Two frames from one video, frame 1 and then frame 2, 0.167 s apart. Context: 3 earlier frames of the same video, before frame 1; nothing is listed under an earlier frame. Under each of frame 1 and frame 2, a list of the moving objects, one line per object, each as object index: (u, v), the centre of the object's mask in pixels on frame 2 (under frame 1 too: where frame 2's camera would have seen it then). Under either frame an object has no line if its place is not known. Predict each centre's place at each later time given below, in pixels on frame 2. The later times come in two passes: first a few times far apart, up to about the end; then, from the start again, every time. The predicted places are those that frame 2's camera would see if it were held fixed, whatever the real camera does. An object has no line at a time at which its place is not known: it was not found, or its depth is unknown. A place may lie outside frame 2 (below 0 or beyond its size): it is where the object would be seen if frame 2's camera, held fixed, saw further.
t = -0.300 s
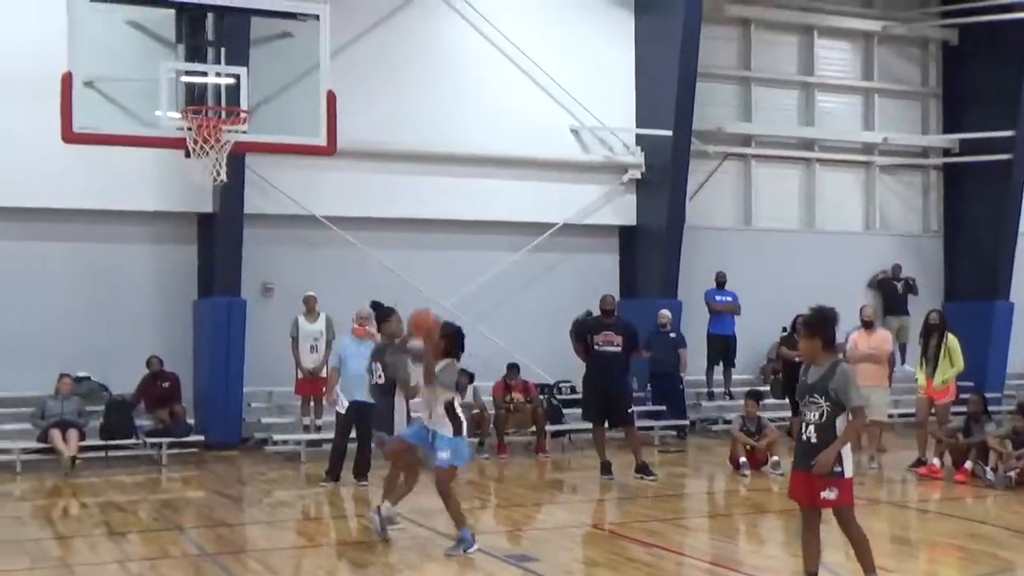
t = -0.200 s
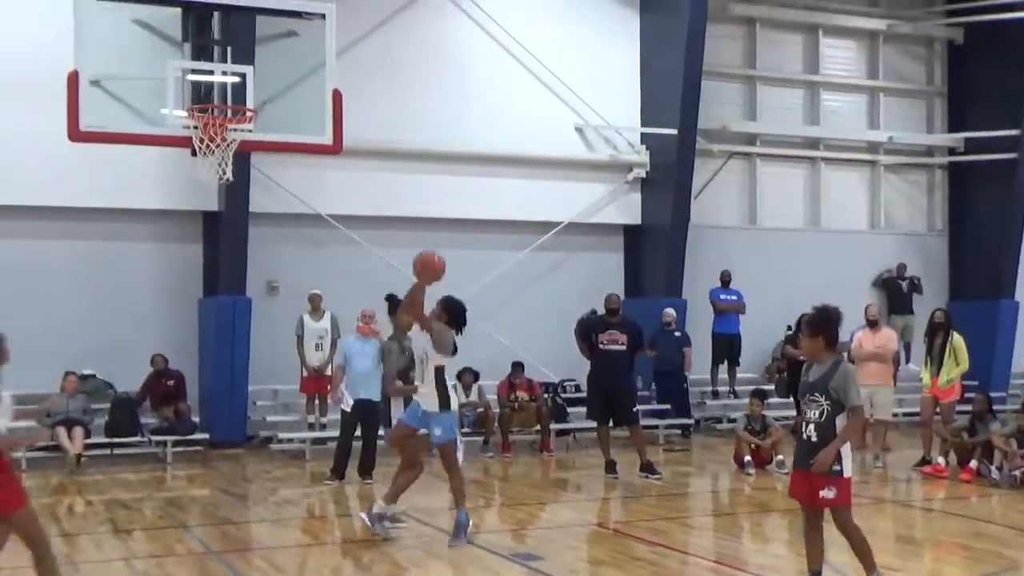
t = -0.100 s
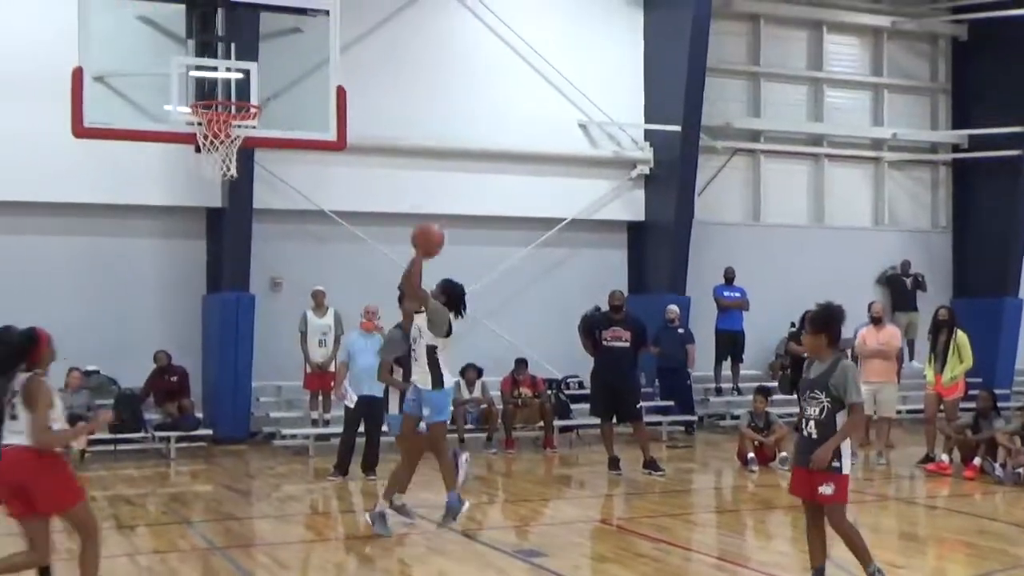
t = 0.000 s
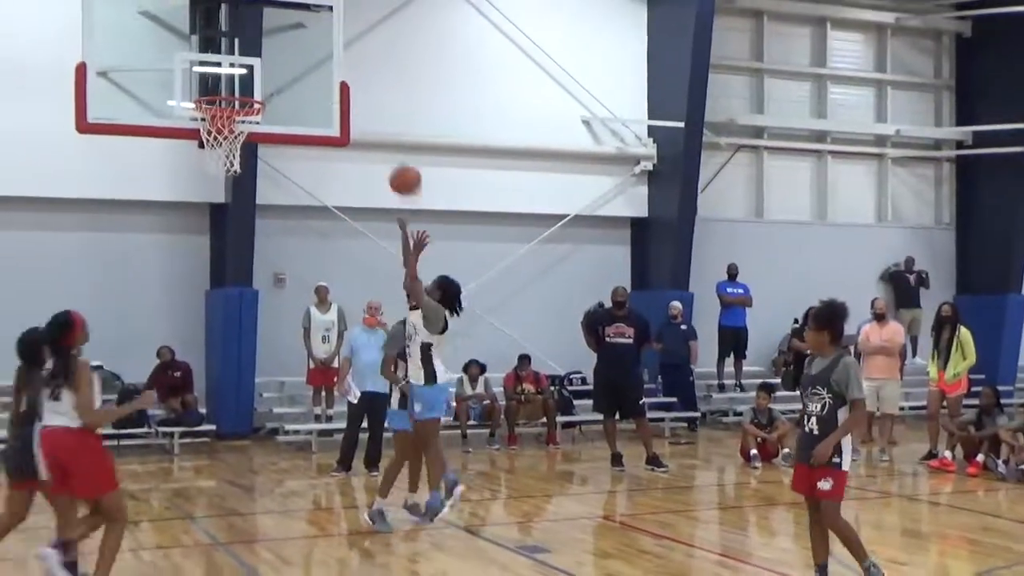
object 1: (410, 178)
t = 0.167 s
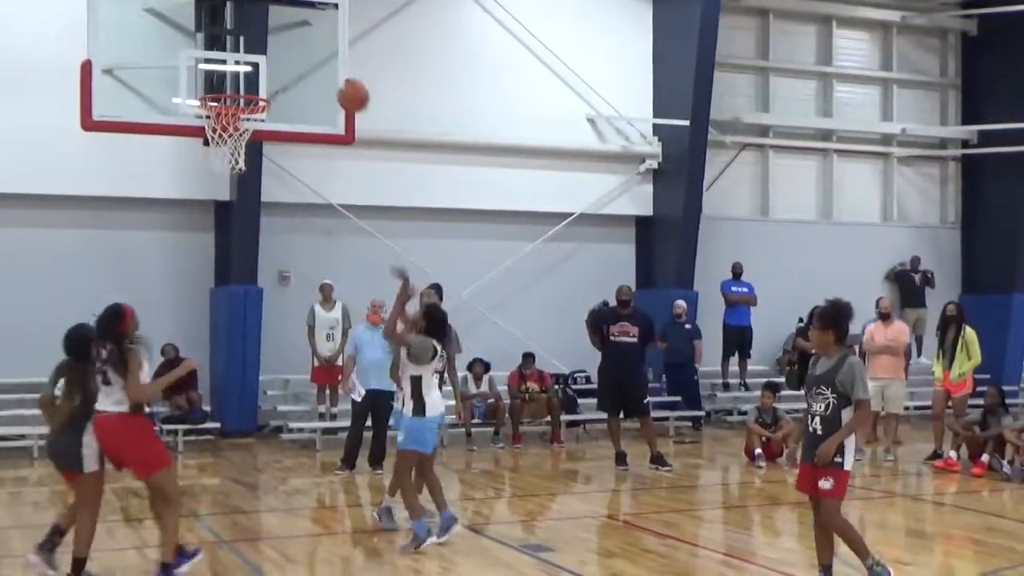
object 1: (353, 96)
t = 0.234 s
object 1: (331, 75)
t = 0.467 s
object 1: (275, 49)
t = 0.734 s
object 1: (245, 105)
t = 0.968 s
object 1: (207, 186)
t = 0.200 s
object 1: (342, 85)
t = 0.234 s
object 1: (331, 75)
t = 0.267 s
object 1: (319, 67)
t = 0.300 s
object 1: (309, 60)
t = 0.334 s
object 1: (298, 54)
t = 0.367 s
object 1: (288, 51)
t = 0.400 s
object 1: (282, 49)
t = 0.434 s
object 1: (279, 48)
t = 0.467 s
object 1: (275, 49)
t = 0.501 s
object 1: (271, 51)
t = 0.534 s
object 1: (267, 55)
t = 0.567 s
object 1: (263, 61)
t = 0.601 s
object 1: (258, 69)
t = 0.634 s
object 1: (255, 78)
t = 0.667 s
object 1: (250, 87)
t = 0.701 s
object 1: (247, 96)
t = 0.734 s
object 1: (245, 105)
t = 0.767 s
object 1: (230, 116)
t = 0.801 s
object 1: (224, 124)
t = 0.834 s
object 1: (221, 132)
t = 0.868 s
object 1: (216, 151)
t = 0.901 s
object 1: (212, 163)
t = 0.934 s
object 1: (210, 174)
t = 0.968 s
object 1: (207, 186)
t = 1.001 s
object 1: (204, 201)
